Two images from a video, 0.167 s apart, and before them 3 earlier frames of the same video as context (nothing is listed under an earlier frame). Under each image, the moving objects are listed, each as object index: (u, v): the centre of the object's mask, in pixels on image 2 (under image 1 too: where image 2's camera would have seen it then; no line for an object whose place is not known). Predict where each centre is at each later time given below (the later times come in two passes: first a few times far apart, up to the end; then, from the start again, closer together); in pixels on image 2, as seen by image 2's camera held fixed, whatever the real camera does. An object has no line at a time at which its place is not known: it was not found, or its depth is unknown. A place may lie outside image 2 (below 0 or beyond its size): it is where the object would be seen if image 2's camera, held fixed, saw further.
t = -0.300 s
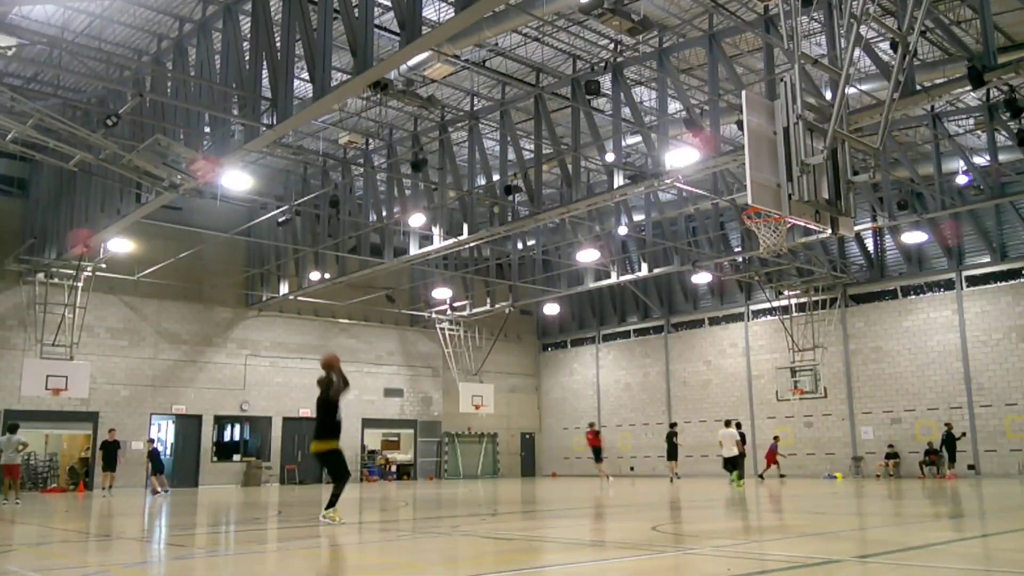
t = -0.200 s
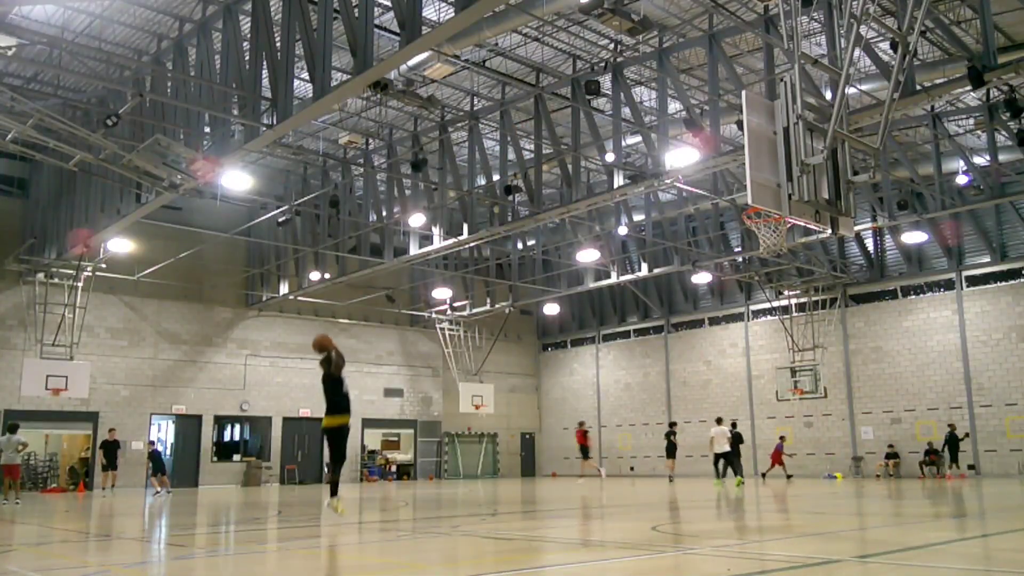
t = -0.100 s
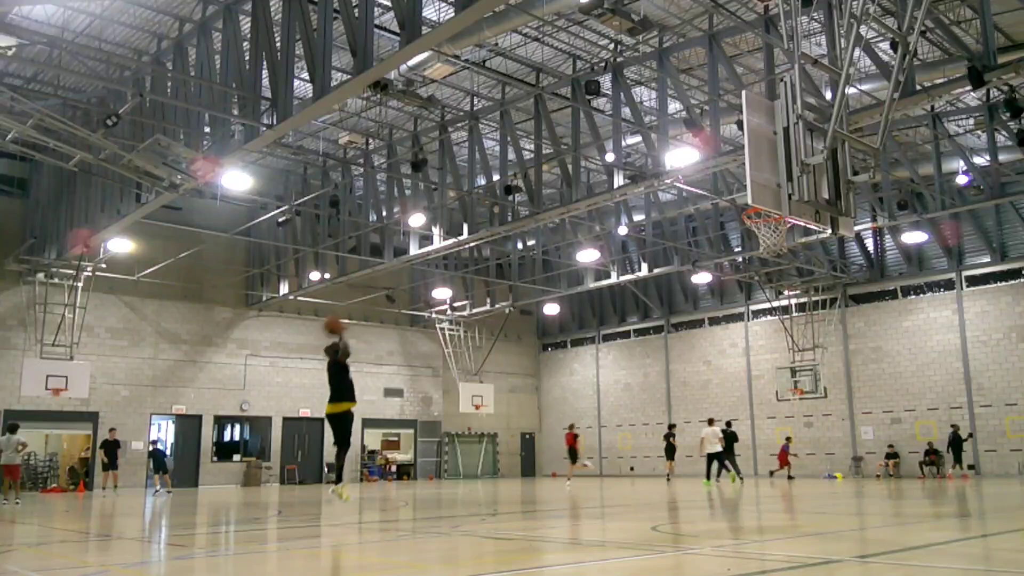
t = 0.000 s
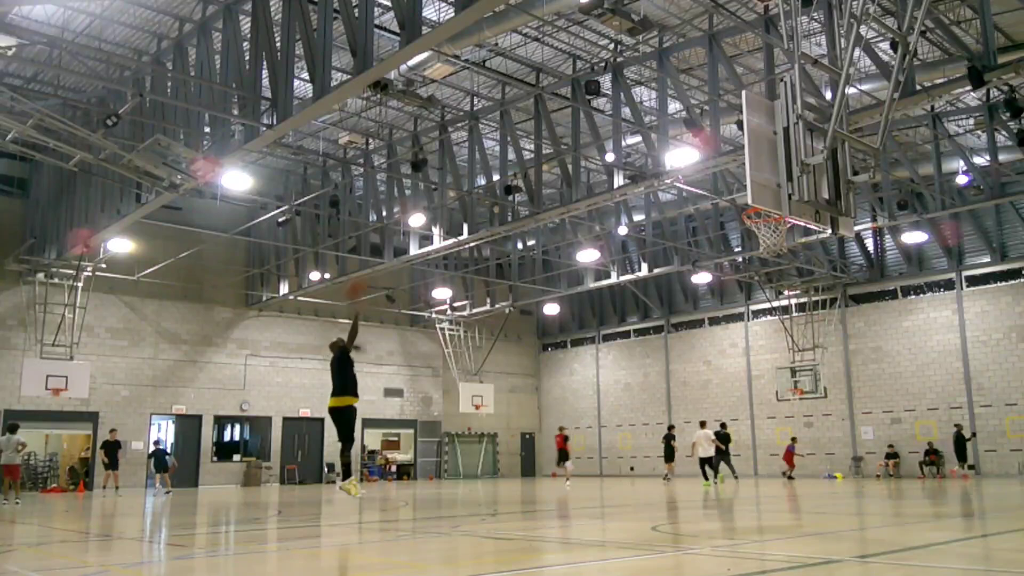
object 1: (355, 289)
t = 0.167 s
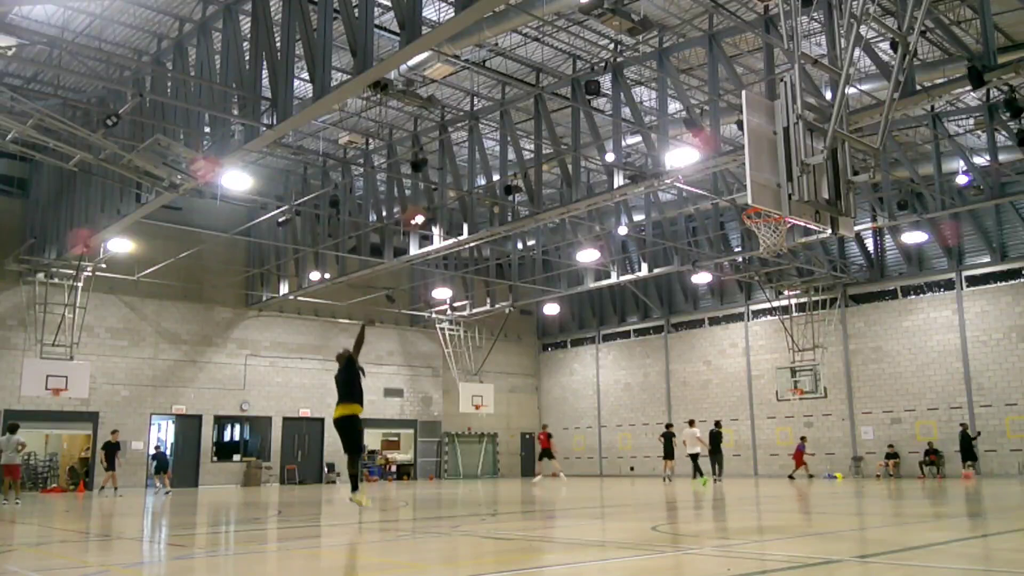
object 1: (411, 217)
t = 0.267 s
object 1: (450, 186)
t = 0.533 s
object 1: (544, 135)
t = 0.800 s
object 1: (650, 141)
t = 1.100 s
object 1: (781, 223)
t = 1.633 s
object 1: (871, 518)
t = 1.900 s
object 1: (827, 378)
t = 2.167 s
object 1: (790, 321)
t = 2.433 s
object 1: (756, 347)
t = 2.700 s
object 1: (727, 475)
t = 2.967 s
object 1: (693, 449)
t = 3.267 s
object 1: (658, 404)
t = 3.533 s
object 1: (629, 480)
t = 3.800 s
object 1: (596, 485)
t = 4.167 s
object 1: (553, 487)
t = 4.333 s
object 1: (530, 550)
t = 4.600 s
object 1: (491, 497)
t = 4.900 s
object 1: (440, 550)
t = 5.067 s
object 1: (413, 525)
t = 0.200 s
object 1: (425, 204)
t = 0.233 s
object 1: (436, 196)
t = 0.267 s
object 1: (450, 186)
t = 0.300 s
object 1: (460, 177)
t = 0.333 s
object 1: (471, 169)
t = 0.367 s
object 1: (483, 161)
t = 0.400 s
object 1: (495, 154)
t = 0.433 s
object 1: (509, 148)
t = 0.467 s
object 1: (519, 143)
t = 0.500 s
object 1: (533, 138)
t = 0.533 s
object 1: (544, 135)
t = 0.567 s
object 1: (555, 134)
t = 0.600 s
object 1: (569, 130)
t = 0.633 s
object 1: (582, 130)
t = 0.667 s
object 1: (595, 130)
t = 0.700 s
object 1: (606, 132)
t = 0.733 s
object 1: (620, 132)
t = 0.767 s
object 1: (635, 136)
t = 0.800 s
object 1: (650, 141)
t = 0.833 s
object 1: (662, 144)
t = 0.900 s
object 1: (695, 162)
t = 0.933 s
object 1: (707, 168)
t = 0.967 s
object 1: (723, 178)
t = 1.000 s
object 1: (733, 185)
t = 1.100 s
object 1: (781, 223)
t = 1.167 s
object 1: (791, 245)
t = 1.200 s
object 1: (795, 255)
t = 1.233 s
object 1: (800, 266)
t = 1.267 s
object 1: (805, 280)
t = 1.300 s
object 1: (809, 292)
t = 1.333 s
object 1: (814, 311)
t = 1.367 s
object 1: (820, 327)
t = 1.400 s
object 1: (826, 345)
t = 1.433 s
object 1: (831, 365)
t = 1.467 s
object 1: (838, 388)
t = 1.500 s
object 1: (844, 413)
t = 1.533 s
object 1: (851, 441)
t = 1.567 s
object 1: (857, 468)
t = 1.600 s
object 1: (866, 500)
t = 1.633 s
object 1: (871, 518)
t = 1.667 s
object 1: (865, 497)
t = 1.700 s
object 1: (859, 476)
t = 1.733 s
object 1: (854, 458)
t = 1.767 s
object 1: (848, 439)
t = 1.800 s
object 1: (843, 422)
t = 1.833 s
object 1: (838, 407)
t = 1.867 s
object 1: (833, 392)
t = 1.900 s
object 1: (827, 378)
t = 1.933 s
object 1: (823, 368)
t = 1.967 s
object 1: (817, 357)
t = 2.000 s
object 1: (813, 348)
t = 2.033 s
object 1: (809, 341)
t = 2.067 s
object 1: (804, 334)
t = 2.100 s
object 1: (799, 329)
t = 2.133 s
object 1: (794, 324)
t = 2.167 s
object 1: (790, 321)
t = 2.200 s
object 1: (785, 320)
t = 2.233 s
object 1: (782, 320)
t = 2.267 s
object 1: (777, 321)
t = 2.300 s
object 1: (773, 323)
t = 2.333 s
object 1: (768, 327)
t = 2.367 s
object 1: (765, 333)
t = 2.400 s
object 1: (760, 339)
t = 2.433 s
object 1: (756, 347)
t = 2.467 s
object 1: (753, 357)
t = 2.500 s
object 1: (749, 369)
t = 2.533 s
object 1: (745, 382)
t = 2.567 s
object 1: (741, 395)
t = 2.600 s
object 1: (737, 414)
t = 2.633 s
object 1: (733, 433)
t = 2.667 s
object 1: (730, 453)
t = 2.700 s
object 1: (727, 475)
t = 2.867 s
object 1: (707, 490)
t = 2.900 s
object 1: (702, 474)
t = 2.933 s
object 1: (697, 460)
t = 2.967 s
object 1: (693, 449)
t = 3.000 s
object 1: (689, 437)
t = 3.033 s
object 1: (685, 428)
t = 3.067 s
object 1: (681, 420)
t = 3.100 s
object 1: (677, 414)
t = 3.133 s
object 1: (673, 409)
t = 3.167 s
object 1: (669, 405)
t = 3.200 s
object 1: (665, 404)
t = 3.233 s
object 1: (662, 403)
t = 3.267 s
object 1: (658, 404)
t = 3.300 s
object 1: (654, 407)
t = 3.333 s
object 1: (651, 412)
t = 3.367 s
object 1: (647, 418)
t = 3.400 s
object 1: (644, 426)
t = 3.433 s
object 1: (640, 435)
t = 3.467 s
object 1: (636, 448)
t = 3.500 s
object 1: (632, 463)
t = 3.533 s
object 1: (629, 480)
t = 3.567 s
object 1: (625, 498)
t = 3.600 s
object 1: (622, 518)
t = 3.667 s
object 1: (613, 537)
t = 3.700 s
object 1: (609, 522)
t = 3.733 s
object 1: (604, 507)
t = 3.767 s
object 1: (600, 495)
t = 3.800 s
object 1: (596, 485)
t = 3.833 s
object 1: (592, 477)
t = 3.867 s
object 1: (589, 469)
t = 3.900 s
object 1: (585, 464)
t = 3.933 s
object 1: (581, 460)
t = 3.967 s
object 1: (577, 458)
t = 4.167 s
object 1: (553, 487)
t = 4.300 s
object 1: (536, 549)
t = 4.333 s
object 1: (530, 550)
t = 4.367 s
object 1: (526, 535)
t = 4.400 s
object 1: (521, 525)
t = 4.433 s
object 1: (516, 514)
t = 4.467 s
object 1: (511, 508)
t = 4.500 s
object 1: (505, 502)
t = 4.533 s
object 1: (501, 499)
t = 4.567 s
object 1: (496, 497)
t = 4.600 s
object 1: (491, 497)
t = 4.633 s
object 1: (486, 499)
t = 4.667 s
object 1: (480, 503)
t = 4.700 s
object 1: (475, 509)
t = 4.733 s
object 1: (469, 519)
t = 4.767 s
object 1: (463, 532)
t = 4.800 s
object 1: (457, 545)
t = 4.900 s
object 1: (440, 550)
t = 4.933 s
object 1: (434, 541)
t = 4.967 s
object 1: (429, 533)
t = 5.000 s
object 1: (425, 528)
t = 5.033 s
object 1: (419, 525)
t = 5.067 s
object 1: (413, 525)
